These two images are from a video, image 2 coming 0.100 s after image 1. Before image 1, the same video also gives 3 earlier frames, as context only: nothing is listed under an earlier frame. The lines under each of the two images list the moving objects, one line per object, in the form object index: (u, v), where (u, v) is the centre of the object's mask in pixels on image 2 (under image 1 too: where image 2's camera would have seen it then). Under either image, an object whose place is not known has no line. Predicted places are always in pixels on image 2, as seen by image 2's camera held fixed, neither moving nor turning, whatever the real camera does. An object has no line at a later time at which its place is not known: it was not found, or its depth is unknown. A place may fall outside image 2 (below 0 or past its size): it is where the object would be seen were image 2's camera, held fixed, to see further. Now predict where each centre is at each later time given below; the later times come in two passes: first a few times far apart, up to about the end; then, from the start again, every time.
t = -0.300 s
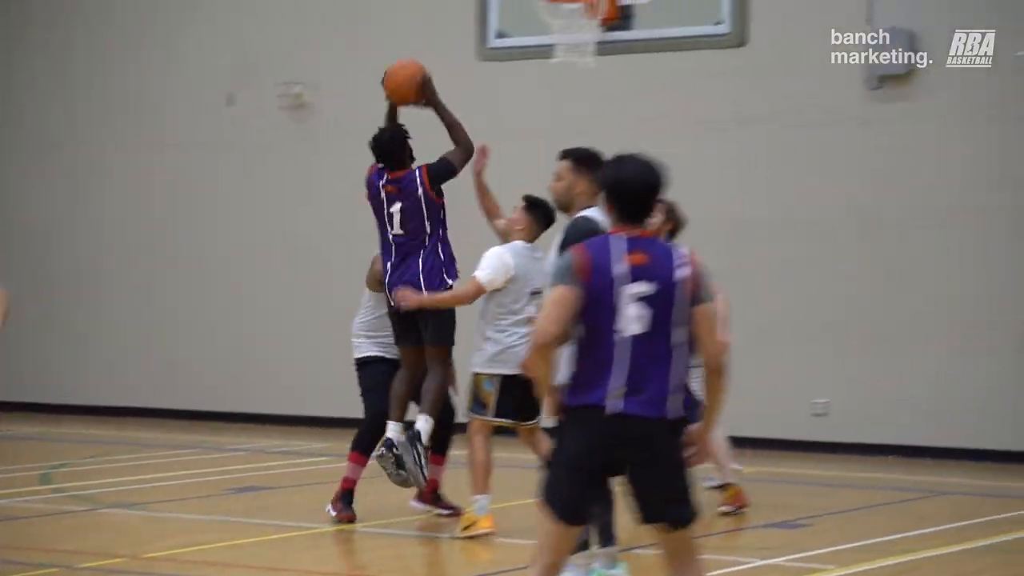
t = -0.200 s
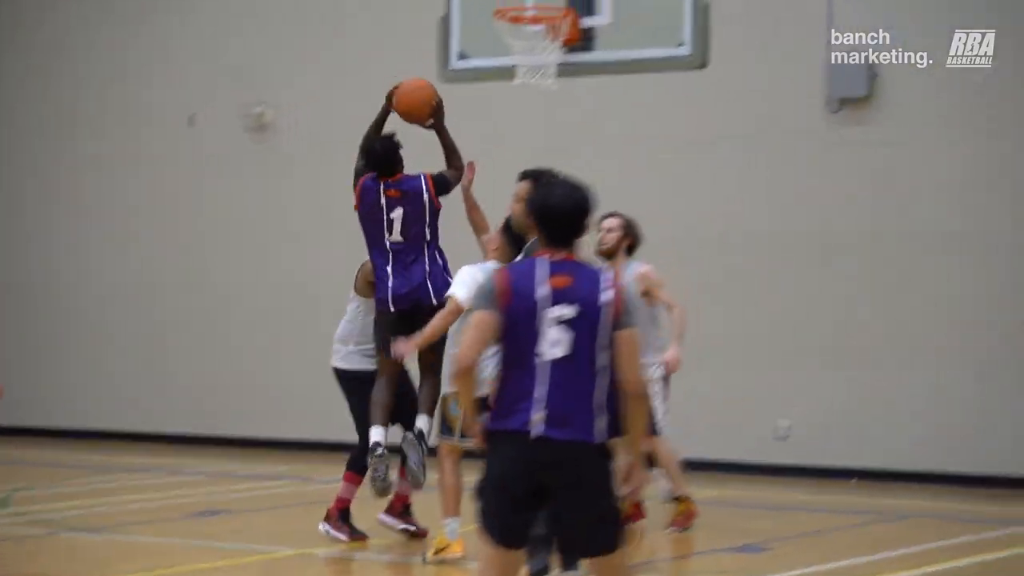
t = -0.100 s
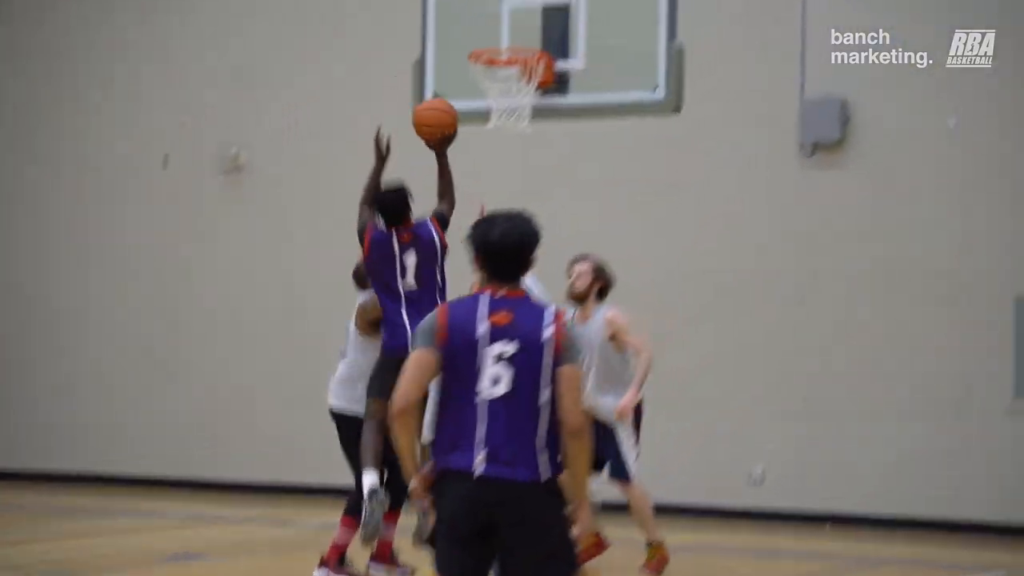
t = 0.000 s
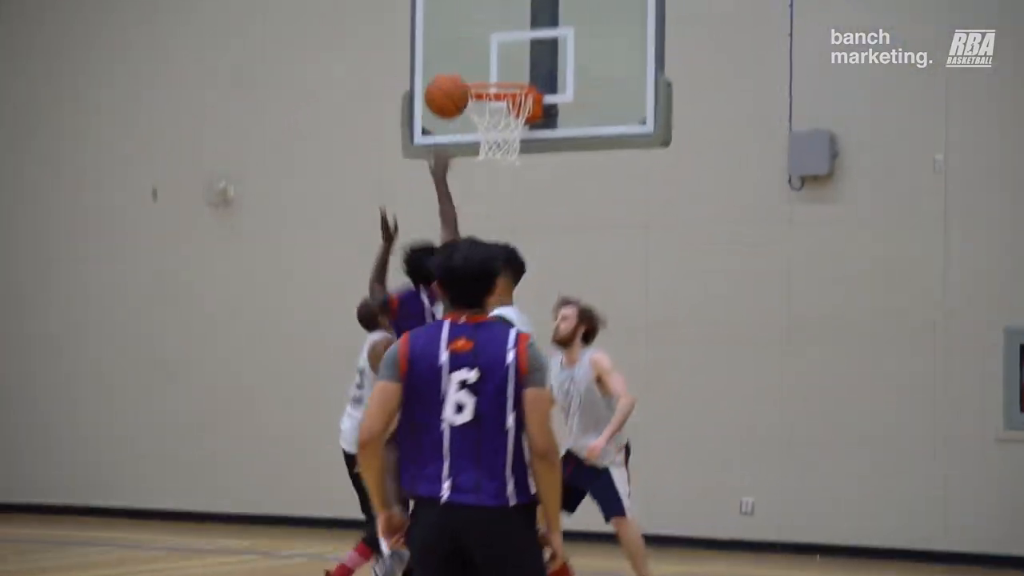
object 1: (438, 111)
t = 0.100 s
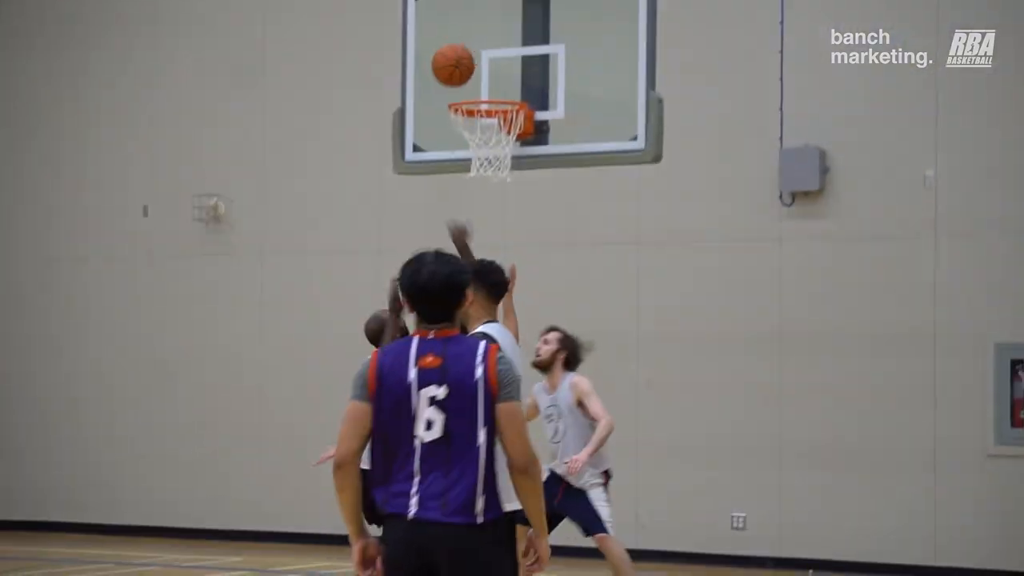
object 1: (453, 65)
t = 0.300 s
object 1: (479, 28)
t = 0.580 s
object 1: (514, 85)
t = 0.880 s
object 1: (497, 43)
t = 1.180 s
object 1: (485, 89)
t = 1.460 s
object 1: (480, 128)
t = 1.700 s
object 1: (481, 160)
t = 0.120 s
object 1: (456, 58)
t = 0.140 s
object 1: (459, 52)
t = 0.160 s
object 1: (461, 46)
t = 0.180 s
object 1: (464, 42)
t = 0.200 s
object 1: (466, 38)
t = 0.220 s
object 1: (469, 35)
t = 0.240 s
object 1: (471, 32)
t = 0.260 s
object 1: (473, 31)
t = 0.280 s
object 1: (476, 29)
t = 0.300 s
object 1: (479, 28)
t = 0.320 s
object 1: (482, 28)
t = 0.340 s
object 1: (484, 29)
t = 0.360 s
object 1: (487, 30)
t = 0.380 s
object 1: (489, 32)
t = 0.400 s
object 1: (492, 34)
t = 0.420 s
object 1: (495, 38)
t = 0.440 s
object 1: (498, 43)
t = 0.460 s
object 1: (501, 47)
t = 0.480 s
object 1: (503, 52)
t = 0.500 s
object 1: (505, 58)
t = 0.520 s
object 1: (508, 64)
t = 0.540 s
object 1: (510, 72)
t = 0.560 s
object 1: (512, 79)
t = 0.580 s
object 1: (514, 85)
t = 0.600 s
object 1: (516, 87)
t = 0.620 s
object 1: (518, 82)
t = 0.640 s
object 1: (518, 76)
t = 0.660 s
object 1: (517, 70)
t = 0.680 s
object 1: (515, 65)
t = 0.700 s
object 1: (513, 61)
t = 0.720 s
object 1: (512, 56)
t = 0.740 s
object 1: (510, 52)
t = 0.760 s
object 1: (508, 49)
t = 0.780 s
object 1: (506, 48)
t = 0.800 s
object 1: (505, 46)
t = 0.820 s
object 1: (503, 43)
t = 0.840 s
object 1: (501, 43)
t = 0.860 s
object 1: (499, 43)
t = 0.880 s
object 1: (497, 43)
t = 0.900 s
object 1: (495, 45)
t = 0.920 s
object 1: (493, 47)
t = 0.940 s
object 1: (491, 49)
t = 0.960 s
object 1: (490, 52)
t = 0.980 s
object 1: (488, 56)
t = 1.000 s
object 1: (486, 61)
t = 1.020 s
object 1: (484, 66)
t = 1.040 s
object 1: (482, 72)
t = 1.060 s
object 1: (480, 78)
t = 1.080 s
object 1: (478, 84)
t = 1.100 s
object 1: (478, 87)
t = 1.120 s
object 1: (480, 86)
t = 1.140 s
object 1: (482, 87)
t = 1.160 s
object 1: (484, 88)
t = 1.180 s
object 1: (485, 89)
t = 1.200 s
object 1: (487, 91)
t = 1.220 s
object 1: (488, 97)
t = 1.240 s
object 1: (488, 101)
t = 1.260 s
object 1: (491, 108)
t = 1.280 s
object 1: (490, 108)
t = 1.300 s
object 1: (489, 109)
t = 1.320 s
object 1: (488, 111)
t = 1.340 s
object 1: (487, 113)
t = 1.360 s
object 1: (486, 116)
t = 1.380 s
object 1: (485, 119)
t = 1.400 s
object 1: (482, 122)
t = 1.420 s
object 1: (481, 124)
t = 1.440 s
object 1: (481, 126)
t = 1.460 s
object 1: (480, 128)
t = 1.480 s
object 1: (480, 129)
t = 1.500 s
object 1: (479, 131)
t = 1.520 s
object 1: (478, 131)
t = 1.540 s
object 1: (477, 134)
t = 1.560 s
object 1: (477, 134)
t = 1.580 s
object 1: (478, 137)
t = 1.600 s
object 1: (478, 139)
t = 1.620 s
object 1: (478, 142)
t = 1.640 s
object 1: (479, 146)
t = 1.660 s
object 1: (479, 150)
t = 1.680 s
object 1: (480, 155)
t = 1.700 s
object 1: (481, 160)
